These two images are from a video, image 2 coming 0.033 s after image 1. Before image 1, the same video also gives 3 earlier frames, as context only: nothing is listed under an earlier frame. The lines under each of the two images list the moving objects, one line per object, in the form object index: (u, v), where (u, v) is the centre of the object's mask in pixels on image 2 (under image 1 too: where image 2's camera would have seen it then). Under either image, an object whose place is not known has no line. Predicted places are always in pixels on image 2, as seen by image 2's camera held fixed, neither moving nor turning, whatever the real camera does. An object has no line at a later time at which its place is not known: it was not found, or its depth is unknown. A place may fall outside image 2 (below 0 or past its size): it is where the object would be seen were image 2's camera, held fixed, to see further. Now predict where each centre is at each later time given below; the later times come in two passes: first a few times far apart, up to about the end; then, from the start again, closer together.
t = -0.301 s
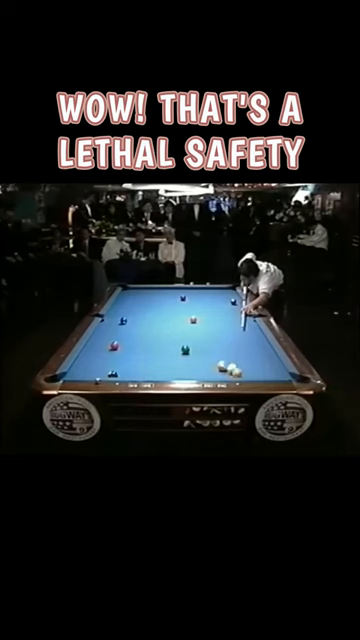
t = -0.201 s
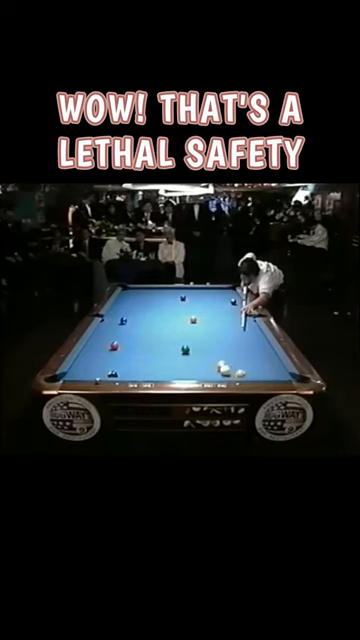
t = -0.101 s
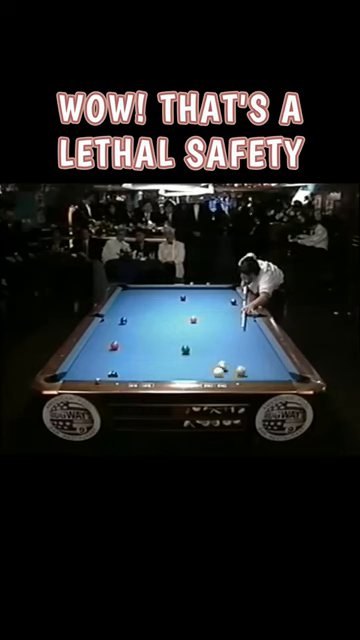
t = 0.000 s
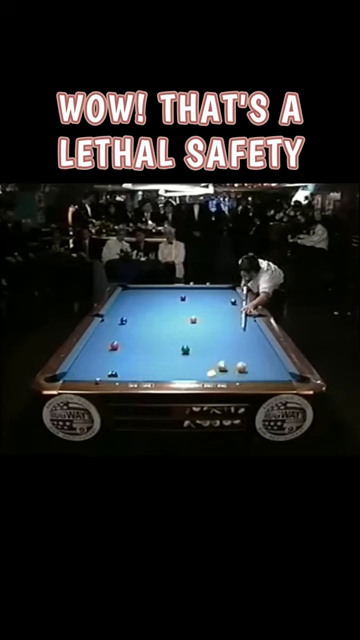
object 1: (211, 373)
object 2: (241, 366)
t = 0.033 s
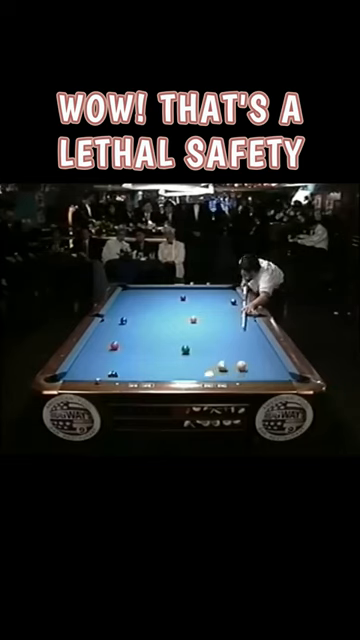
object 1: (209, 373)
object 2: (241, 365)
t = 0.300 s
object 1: (188, 372)
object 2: (241, 356)
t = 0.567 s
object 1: (169, 370)
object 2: (242, 348)
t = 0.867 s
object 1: (150, 366)
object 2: (242, 341)
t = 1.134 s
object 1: (134, 363)
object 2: (243, 335)
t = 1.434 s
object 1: (118, 360)
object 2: (243, 329)
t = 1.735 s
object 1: (104, 357)
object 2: (243, 325)
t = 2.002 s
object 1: (93, 355)
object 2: (244, 321)
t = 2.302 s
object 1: (85, 352)
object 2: (244, 317)
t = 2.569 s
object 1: (91, 351)
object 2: (244, 314)
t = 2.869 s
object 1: (97, 349)
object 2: (244, 312)
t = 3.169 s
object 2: (245, 309)
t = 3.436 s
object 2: (243, 307)
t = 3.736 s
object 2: (241, 305)
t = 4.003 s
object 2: (240, 303)
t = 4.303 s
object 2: (238, 302)
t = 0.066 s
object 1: (207, 374)
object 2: (241, 364)
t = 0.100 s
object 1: (204, 374)
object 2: (241, 363)
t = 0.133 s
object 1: (201, 373)
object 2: (241, 362)
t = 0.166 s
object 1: (198, 373)
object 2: (241, 360)
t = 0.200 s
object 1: (196, 373)
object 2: (241, 359)
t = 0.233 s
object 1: (194, 373)
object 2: (241, 358)
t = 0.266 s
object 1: (191, 372)
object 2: (241, 357)
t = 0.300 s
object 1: (188, 372)
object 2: (241, 356)
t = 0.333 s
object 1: (186, 372)
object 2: (241, 355)
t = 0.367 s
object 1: (183, 372)
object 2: (241, 354)
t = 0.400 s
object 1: (181, 372)
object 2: (241, 353)
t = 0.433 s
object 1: (179, 371)
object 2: (242, 352)
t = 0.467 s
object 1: (176, 371)
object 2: (242, 351)
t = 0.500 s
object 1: (174, 371)
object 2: (242, 349)
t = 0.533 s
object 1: (172, 371)
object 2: (242, 349)
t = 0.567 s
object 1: (169, 370)
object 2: (242, 348)
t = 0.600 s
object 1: (167, 370)
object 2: (242, 347)
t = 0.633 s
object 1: (165, 369)
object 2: (242, 346)
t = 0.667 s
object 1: (163, 369)
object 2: (242, 345)
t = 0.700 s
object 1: (160, 368)
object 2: (242, 345)
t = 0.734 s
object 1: (158, 368)
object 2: (242, 344)
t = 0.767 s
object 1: (156, 367)
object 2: (242, 343)
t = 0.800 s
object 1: (154, 367)
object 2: (242, 342)
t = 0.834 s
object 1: (152, 367)
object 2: (243, 341)
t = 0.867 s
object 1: (150, 366)
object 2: (242, 341)
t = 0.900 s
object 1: (148, 366)
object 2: (242, 340)
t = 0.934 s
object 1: (146, 365)
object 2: (243, 339)
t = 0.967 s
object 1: (144, 365)
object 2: (243, 339)
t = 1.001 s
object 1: (142, 365)
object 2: (242, 338)
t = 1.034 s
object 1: (140, 364)
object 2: (243, 337)
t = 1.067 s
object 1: (138, 364)
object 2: (242, 337)
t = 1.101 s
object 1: (136, 363)
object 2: (243, 336)
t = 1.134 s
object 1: (134, 363)
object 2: (243, 335)
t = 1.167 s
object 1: (132, 363)
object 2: (243, 334)
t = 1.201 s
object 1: (130, 362)
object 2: (243, 334)
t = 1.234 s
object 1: (129, 362)
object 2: (243, 333)
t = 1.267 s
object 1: (127, 361)
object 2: (243, 332)
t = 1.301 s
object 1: (125, 361)
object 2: (243, 332)
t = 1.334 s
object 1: (124, 361)
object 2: (243, 331)
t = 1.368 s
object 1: (122, 360)
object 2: (243, 330)
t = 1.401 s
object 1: (120, 360)
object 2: (243, 330)
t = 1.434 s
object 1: (118, 360)
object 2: (243, 329)
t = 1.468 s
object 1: (117, 360)
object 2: (243, 329)
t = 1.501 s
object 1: (115, 359)
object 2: (243, 328)
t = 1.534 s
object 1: (113, 359)
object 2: (243, 328)
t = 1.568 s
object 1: (112, 358)
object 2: (243, 327)
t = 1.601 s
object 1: (110, 358)
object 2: (243, 327)
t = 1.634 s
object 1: (109, 358)
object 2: (243, 326)
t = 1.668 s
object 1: (107, 358)
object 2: (243, 325)
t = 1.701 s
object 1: (106, 357)
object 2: (244, 325)
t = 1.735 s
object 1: (104, 357)
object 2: (243, 325)
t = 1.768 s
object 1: (102, 357)
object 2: (244, 324)
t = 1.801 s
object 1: (101, 356)
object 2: (244, 323)
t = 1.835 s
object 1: (100, 356)
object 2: (244, 323)
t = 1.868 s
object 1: (98, 356)
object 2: (244, 322)
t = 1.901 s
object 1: (97, 355)
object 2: (244, 323)
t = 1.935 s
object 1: (95, 355)
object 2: (244, 321)
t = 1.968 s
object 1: (94, 355)
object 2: (244, 321)
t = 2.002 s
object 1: (93, 355)
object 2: (244, 321)
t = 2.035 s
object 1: (92, 354)
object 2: (244, 320)
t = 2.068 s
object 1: (90, 354)
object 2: (244, 320)
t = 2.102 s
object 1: (89, 354)
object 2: (244, 319)
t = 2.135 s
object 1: (87, 354)
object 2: (244, 319)
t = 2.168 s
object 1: (86, 353)
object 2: (244, 318)
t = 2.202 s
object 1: (85, 353)
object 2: (244, 318)
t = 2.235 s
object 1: (84, 353)
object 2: (244, 318)
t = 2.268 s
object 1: (84, 353)
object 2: (244, 317)
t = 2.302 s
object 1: (85, 352)
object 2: (244, 317)
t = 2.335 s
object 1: (85, 352)
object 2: (244, 317)
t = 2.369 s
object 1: (87, 352)
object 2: (244, 316)
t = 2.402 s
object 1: (87, 352)
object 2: (244, 316)
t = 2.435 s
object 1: (88, 351)
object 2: (244, 315)
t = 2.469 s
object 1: (89, 351)
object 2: (244, 315)
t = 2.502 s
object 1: (90, 351)
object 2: (244, 315)
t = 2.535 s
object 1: (90, 351)
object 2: (244, 315)
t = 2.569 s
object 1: (91, 351)
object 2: (244, 314)
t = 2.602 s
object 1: (92, 350)
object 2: (244, 314)
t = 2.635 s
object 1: (93, 350)
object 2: (244, 313)
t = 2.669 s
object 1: (93, 350)
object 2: (244, 313)
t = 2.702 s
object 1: (94, 350)
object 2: (244, 313)
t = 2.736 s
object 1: (95, 349)
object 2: (244, 313)
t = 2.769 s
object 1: (95, 350)
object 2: (244, 312)
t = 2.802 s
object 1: (95, 350)
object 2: (244, 312)
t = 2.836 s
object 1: (97, 349)
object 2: (244, 312)
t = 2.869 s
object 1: (97, 349)
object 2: (244, 312)
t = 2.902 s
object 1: (98, 349)
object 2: (244, 311)
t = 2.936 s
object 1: (98, 349)
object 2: (244, 311)
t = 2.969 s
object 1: (99, 349)
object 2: (244, 311)
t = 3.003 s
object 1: (100, 349)
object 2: (244, 310)
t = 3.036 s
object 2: (244, 310)
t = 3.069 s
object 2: (244, 309)
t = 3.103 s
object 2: (244, 309)
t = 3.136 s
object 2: (244, 309)
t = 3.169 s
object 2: (245, 309)
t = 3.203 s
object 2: (244, 309)
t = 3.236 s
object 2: (244, 308)
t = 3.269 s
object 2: (244, 309)
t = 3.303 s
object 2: (243, 308)
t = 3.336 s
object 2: (243, 308)
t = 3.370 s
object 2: (243, 307)
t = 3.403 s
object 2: (243, 307)
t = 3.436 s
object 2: (243, 307)
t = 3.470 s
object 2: (242, 307)
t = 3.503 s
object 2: (242, 306)
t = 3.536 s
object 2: (242, 306)
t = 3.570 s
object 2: (242, 306)
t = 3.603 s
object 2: (241, 306)
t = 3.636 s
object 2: (241, 305)
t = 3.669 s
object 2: (241, 305)
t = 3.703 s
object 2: (241, 305)
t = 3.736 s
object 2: (241, 305)
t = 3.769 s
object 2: (241, 305)
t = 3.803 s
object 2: (241, 305)
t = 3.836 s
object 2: (240, 304)
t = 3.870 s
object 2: (240, 304)
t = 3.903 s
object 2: (240, 304)
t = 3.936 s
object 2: (240, 304)
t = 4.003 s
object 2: (240, 303)
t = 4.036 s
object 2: (239, 303)
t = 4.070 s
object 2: (239, 304)
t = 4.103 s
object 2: (240, 303)
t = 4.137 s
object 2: (239, 303)
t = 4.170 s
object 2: (239, 303)
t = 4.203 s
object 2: (239, 303)
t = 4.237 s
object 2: (239, 302)
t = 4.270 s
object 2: (238, 302)
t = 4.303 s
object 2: (238, 302)
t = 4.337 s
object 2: (238, 302)
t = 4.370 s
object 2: (238, 302)
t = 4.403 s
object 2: (238, 302)
